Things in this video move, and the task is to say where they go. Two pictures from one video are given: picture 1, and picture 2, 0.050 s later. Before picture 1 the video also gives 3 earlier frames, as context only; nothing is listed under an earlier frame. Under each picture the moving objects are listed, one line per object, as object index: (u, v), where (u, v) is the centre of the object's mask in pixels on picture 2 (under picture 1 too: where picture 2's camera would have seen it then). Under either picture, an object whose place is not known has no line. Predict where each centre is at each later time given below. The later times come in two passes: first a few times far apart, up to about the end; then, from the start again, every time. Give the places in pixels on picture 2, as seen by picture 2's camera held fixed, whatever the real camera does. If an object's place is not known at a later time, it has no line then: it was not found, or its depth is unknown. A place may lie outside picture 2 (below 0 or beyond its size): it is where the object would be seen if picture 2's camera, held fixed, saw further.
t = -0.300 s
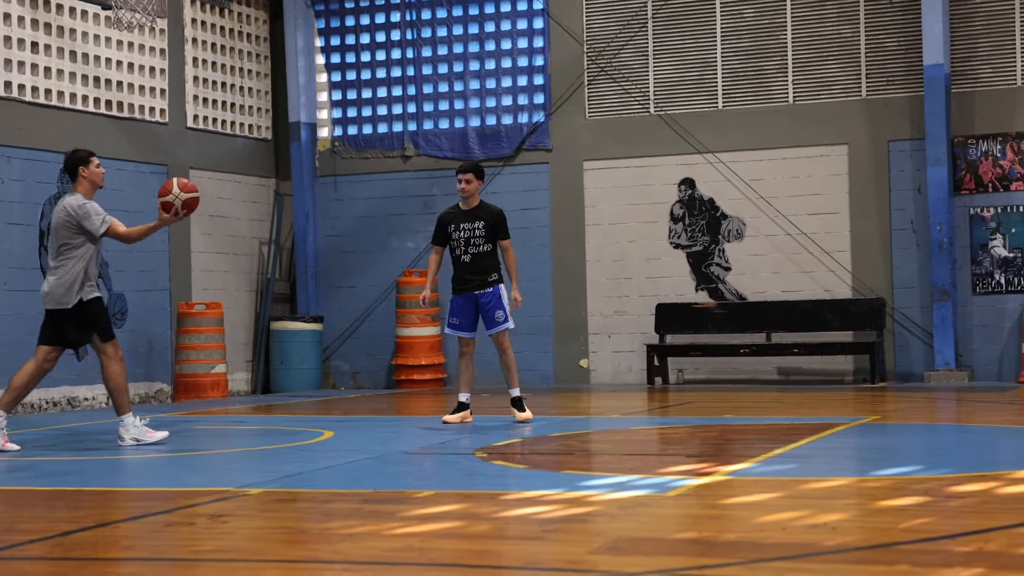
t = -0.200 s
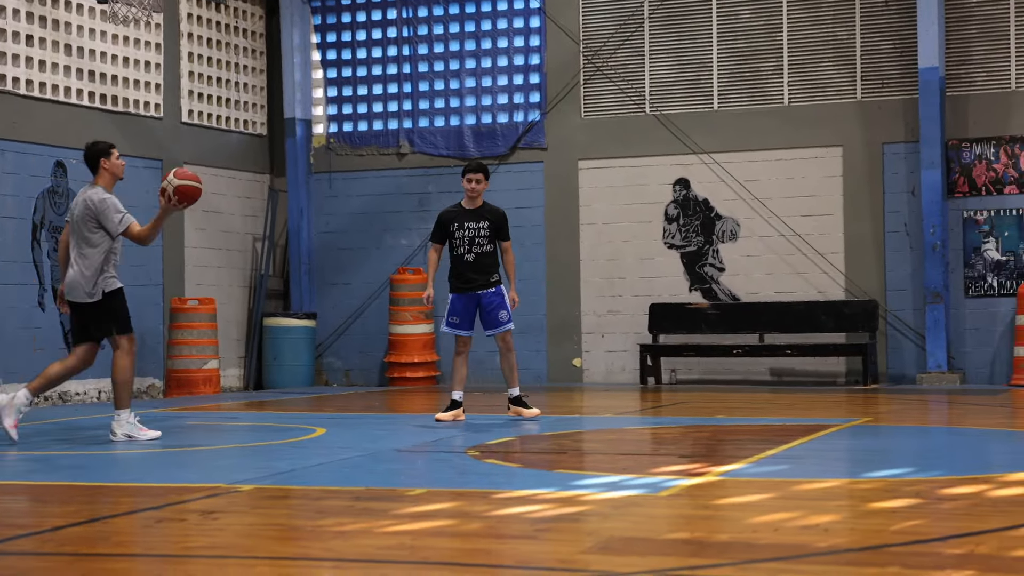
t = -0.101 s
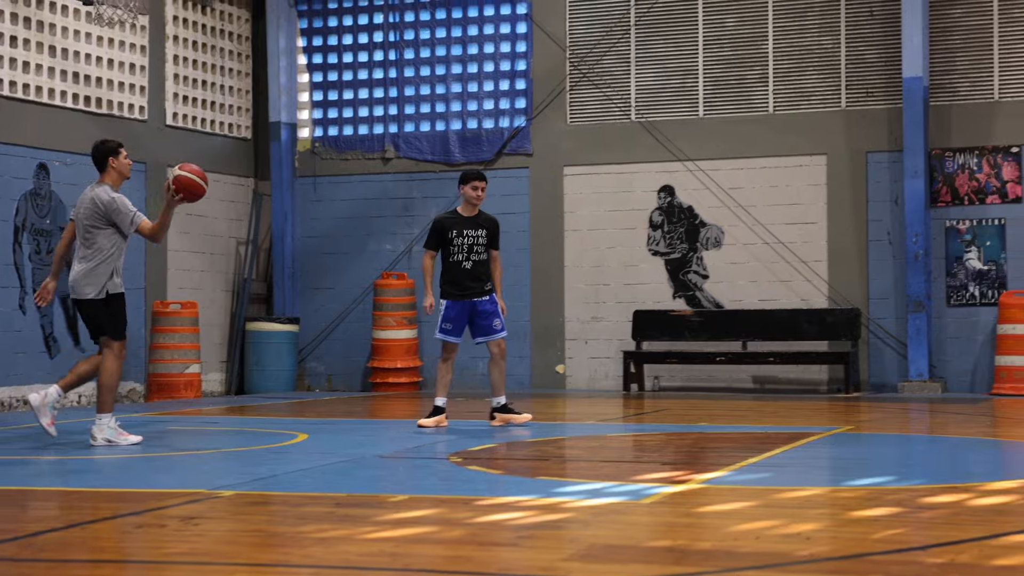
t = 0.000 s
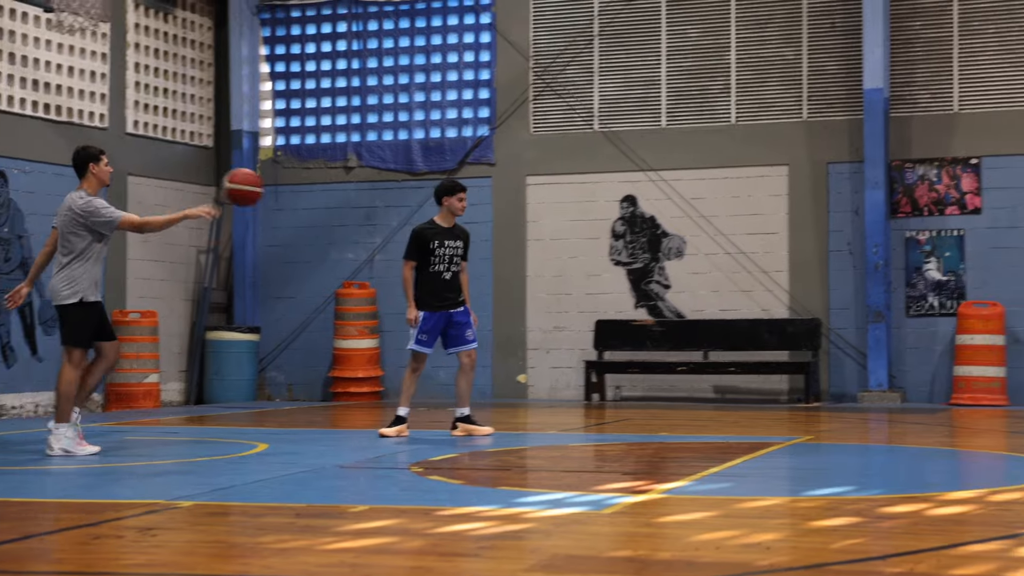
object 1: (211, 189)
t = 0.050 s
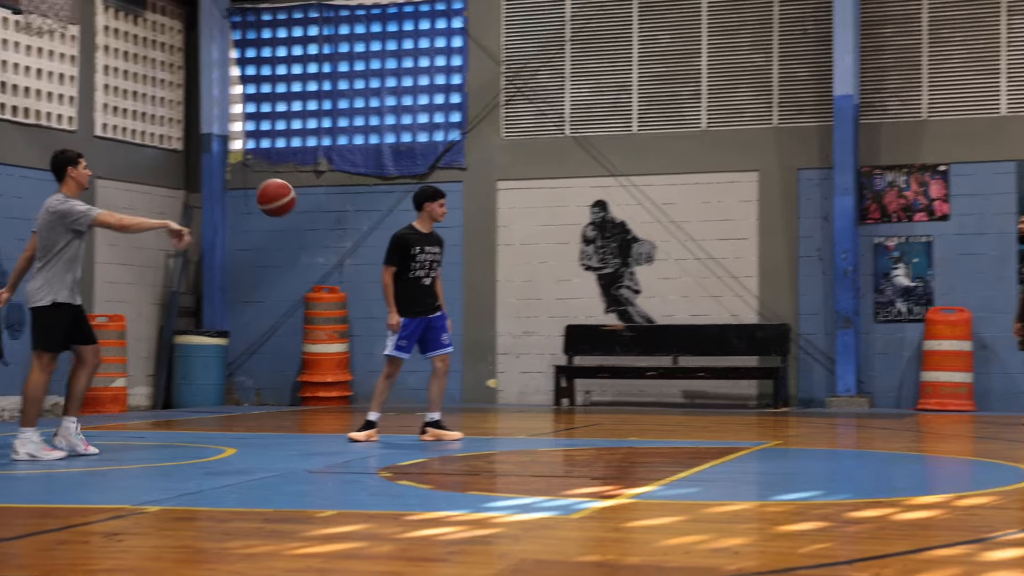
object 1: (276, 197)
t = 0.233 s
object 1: (483, 253)
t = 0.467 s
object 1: (705, 372)
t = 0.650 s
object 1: (811, 361)
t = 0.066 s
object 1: (297, 201)
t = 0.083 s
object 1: (317, 205)
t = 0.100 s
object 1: (337, 209)
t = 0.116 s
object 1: (356, 213)
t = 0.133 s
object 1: (375, 218)
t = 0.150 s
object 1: (394, 223)
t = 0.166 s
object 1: (412, 229)
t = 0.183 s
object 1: (431, 235)
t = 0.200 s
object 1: (448, 240)
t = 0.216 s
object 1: (467, 246)
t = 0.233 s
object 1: (483, 253)
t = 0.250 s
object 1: (501, 259)
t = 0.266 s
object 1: (517, 266)
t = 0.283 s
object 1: (534, 273)
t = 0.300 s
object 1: (550, 280)
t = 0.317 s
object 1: (566, 288)
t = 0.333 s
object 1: (582, 296)
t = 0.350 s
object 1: (598, 304)
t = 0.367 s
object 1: (614, 313)
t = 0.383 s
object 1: (630, 322)
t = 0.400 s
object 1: (645, 332)
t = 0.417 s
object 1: (660, 341)
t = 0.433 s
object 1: (675, 351)
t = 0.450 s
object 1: (690, 361)
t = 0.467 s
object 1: (705, 372)
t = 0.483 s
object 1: (720, 382)
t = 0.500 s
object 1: (734, 395)
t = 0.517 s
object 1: (748, 406)
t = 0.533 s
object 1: (762, 418)
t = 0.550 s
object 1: (770, 414)
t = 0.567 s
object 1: (777, 404)
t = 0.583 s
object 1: (784, 395)
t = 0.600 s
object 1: (790, 386)
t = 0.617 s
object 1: (798, 377)
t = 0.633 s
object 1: (804, 369)
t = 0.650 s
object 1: (811, 361)
